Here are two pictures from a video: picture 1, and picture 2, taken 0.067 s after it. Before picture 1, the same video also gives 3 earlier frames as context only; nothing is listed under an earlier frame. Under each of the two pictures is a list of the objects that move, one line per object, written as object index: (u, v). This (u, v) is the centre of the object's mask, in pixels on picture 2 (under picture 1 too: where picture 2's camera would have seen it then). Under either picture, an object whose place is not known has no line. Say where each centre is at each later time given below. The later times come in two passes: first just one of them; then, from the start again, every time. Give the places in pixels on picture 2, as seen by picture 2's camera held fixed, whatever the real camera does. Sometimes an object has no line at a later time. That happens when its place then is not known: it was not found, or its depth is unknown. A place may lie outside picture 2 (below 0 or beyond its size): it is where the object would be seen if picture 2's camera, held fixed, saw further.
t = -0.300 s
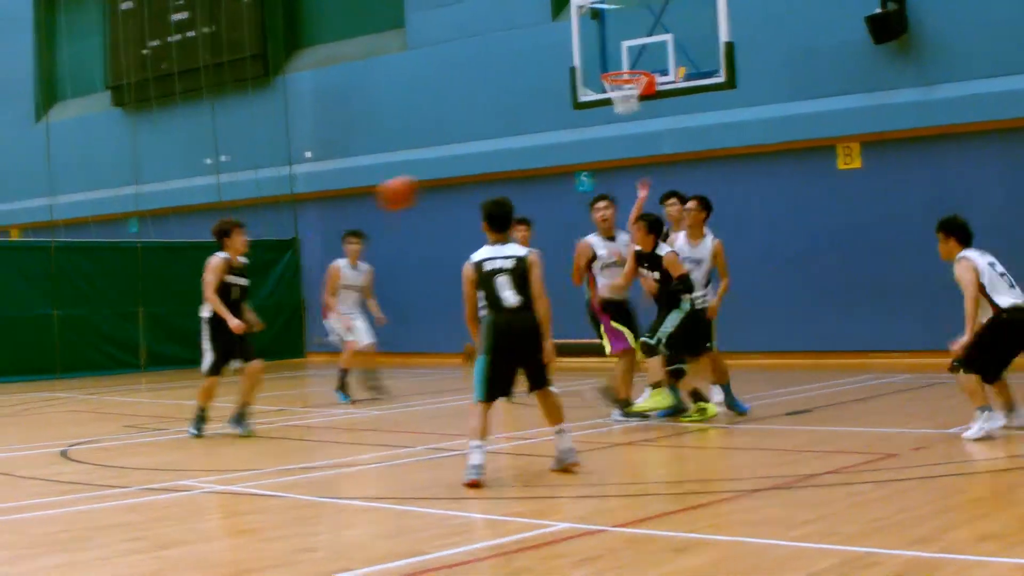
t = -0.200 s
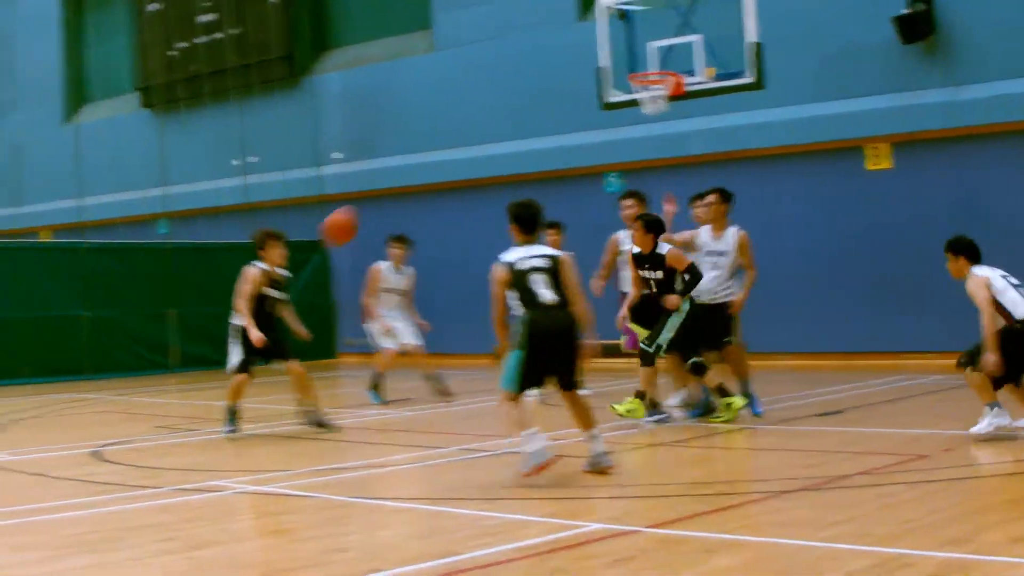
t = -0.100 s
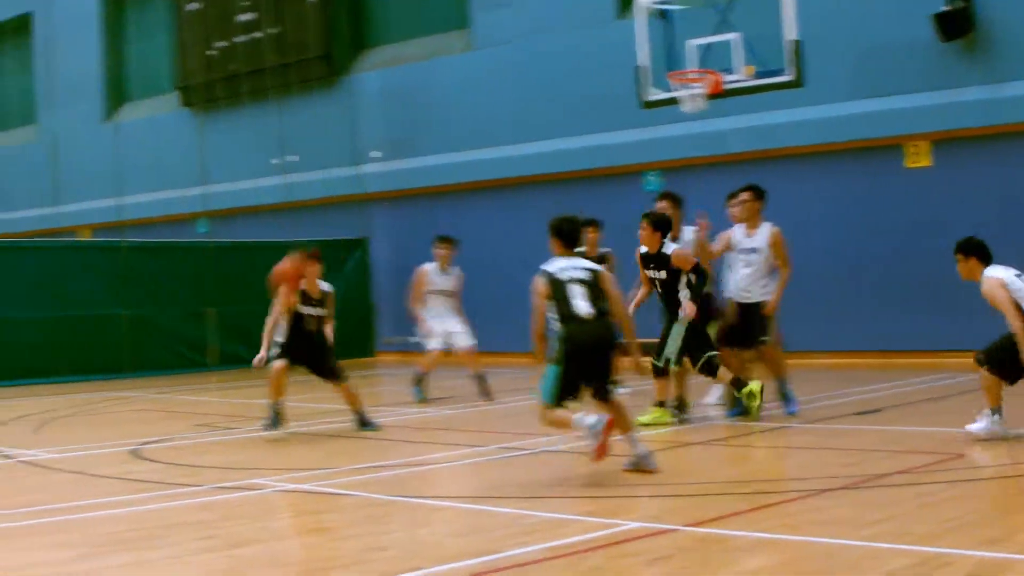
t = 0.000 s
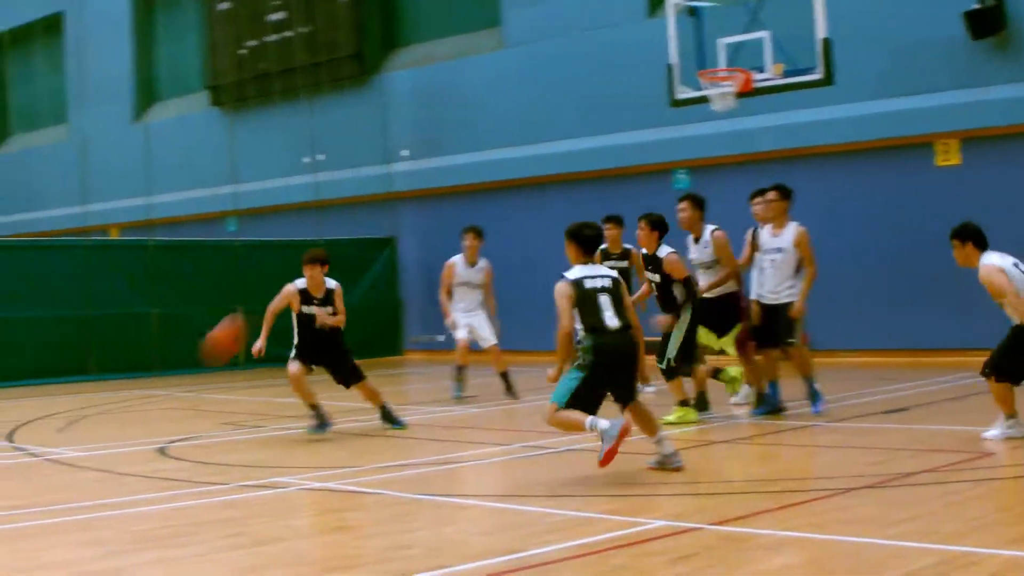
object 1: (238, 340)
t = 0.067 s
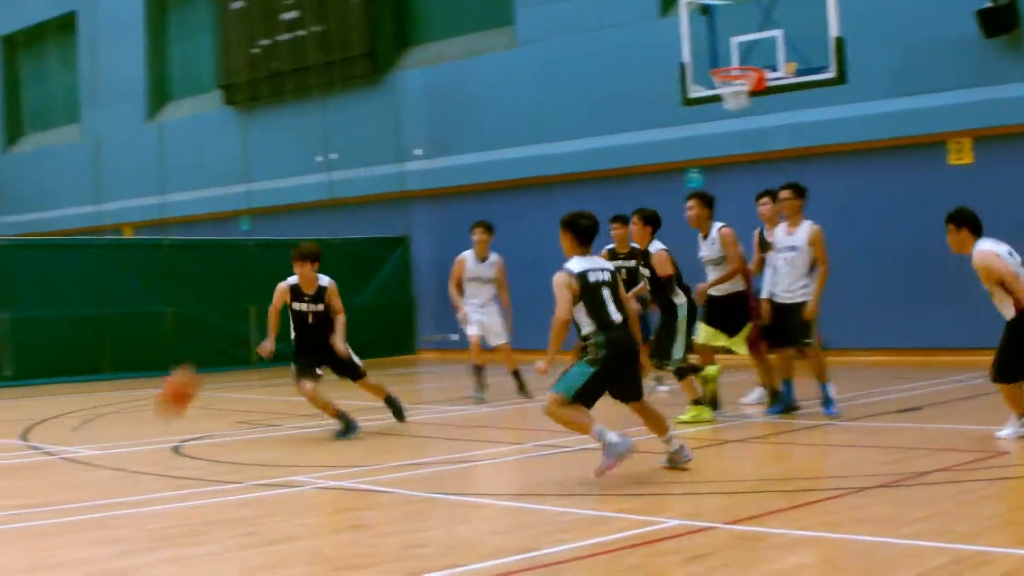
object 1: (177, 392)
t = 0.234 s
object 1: (54, 388)
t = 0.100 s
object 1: (145, 422)
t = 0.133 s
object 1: (115, 447)
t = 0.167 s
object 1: (94, 430)
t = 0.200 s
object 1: (75, 410)
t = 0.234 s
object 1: (54, 388)
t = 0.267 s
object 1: (37, 371)
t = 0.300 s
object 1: (22, 356)
